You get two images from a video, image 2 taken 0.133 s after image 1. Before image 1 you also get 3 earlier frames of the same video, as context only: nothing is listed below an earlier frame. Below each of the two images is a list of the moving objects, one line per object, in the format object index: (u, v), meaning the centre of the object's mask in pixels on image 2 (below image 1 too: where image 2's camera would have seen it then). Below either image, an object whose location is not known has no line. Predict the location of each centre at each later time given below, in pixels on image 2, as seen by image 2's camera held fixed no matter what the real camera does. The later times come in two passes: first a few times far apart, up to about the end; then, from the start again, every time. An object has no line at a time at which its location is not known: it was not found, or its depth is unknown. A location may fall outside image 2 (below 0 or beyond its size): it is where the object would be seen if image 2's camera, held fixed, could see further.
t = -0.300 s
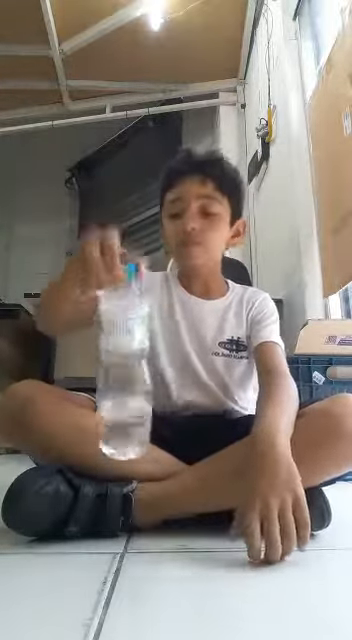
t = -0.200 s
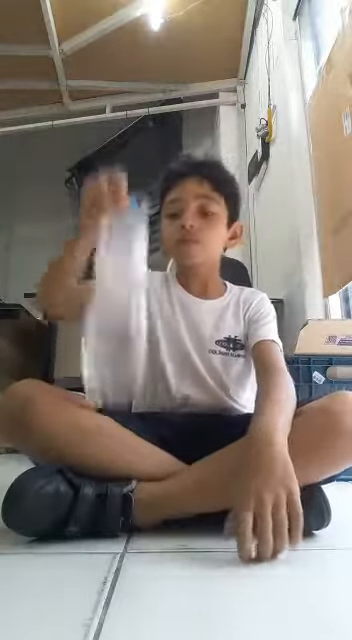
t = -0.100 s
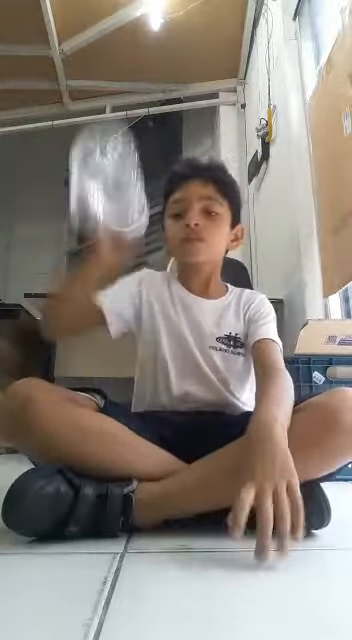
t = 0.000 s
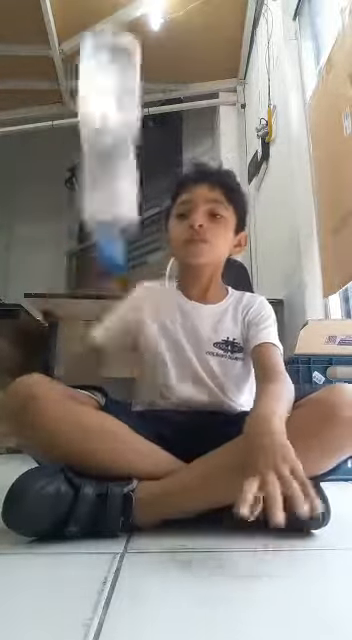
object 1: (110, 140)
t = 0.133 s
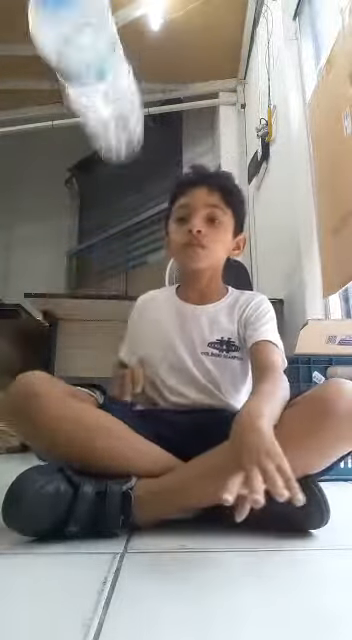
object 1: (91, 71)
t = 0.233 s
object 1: (91, 152)
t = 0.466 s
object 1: (116, 589)
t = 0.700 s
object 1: (194, 593)
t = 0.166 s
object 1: (93, 90)
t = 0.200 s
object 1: (93, 115)
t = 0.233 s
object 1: (91, 152)
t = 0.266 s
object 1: (91, 224)
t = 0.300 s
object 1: (88, 313)
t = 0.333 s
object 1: (86, 408)
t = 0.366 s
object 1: (87, 485)
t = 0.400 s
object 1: (95, 497)
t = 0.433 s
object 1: (102, 560)
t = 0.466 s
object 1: (116, 589)
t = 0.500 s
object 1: (125, 587)
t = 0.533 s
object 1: (137, 590)
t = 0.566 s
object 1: (150, 592)
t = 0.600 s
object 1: (161, 593)
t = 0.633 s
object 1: (177, 593)
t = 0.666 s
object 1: (181, 593)
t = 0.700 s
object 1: (194, 593)
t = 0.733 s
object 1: (209, 593)
